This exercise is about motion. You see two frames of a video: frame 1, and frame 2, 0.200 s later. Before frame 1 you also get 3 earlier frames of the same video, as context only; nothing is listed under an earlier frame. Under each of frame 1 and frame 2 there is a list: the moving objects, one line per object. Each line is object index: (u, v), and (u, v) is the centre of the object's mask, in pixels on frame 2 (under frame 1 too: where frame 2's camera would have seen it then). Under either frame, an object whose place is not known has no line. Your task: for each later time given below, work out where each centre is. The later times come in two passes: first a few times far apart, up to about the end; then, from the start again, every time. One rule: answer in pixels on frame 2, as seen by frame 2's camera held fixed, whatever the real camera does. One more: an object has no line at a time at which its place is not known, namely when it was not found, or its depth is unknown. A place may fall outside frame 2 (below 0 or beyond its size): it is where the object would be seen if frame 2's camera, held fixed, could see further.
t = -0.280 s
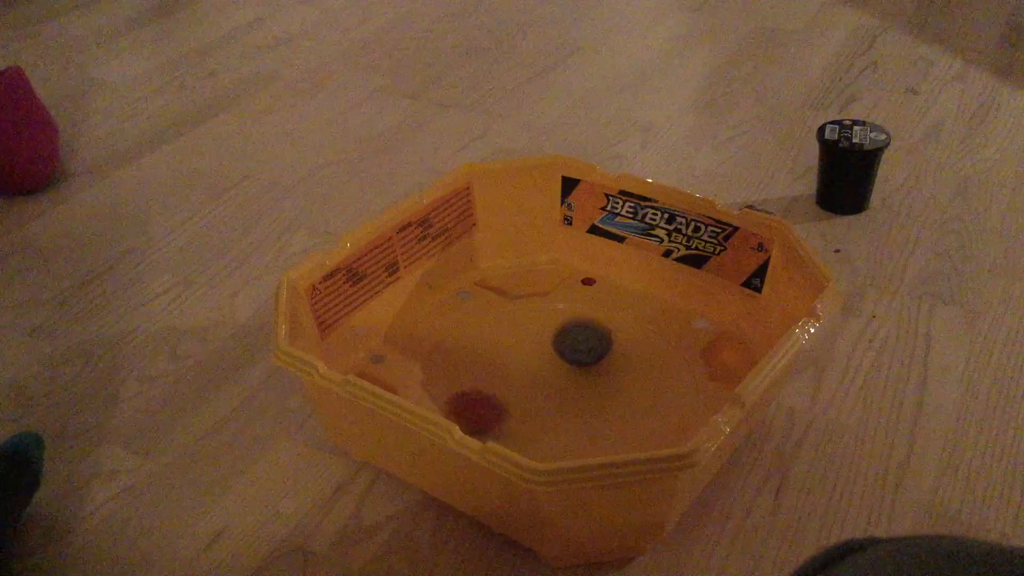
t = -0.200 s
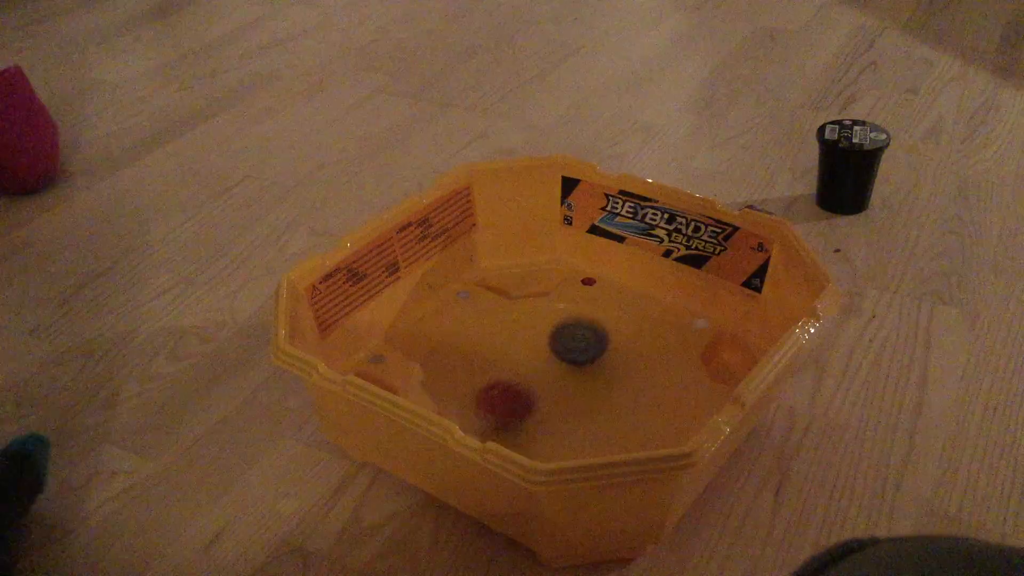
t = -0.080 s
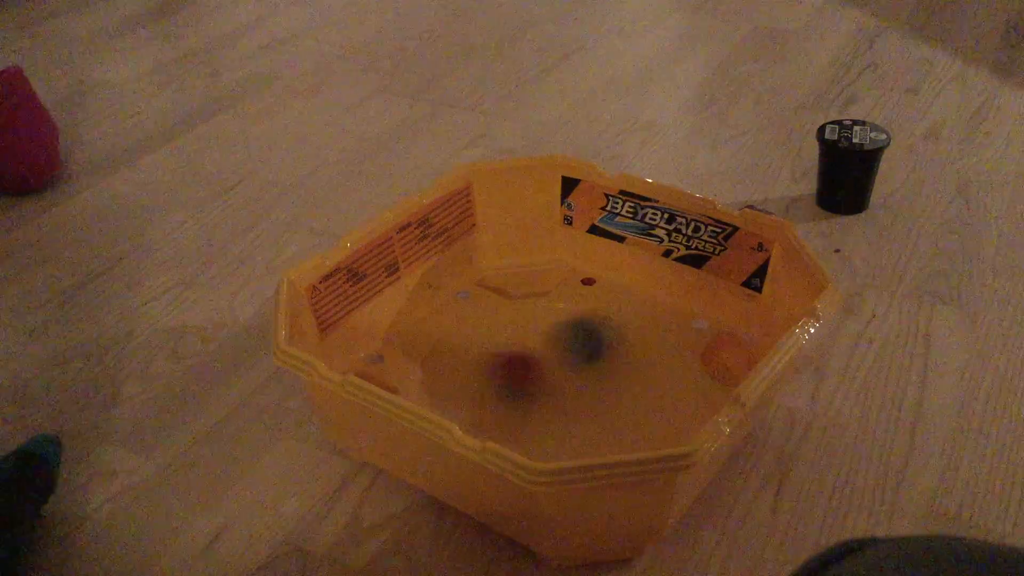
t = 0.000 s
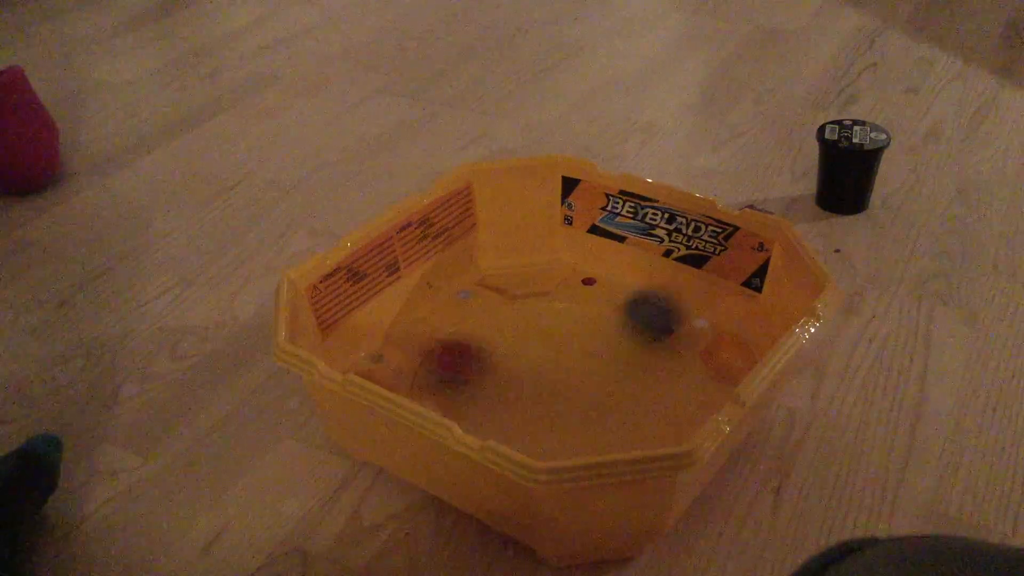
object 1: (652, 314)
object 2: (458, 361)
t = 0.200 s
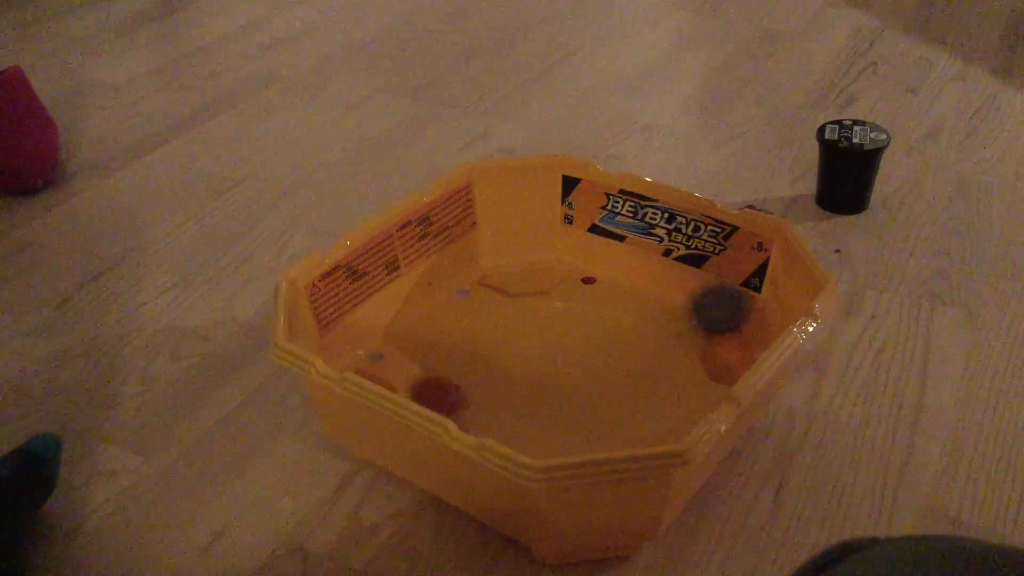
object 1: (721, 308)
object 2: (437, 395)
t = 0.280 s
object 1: (736, 333)
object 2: (468, 409)
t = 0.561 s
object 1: (564, 293)
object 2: (563, 347)
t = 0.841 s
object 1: (550, 279)
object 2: (519, 364)
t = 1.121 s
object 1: (541, 285)
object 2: (513, 353)
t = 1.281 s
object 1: (540, 285)
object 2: (536, 356)
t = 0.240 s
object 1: (728, 317)
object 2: (451, 402)
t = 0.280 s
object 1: (736, 333)
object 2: (468, 409)
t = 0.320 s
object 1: (736, 338)
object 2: (485, 412)
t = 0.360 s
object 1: (730, 356)
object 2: (503, 410)
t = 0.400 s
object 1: (740, 336)
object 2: (523, 400)
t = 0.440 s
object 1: (694, 296)
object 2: (540, 389)
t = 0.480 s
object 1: (644, 279)
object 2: (552, 374)
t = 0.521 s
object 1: (604, 281)
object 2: (562, 359)
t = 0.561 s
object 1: (564, 293)
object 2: (563, 347)
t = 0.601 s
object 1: (532, 289)
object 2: (557, 344)
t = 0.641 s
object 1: (515, 273)
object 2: (552, 355)
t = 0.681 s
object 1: (501, 254)
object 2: (544, 365)
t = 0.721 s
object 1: (506, 259)
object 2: (536, 368)
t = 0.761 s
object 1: (516, 272)
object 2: (529, 369)
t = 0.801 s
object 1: (539, 278)
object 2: (523, 368)
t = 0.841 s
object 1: (550, 279)
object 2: (519, 364)
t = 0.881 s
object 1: (553, 280)
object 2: (517, 362)
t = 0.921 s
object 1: (551, 281)
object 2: (514, 358)
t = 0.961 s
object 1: (548, 282)
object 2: (512, 355)
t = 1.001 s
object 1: (545, 283)
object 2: (511, 353)
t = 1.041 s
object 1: (543, 284)
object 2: (511, 352)
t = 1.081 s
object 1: (541, 285)
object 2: (511, 352)
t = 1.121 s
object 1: (541, 285)
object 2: (513, 353)
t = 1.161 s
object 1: (540, 285)
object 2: (517, 355)
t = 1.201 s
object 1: (540, 285)
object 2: (522, 355)
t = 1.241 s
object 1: (540, 285)
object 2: (529, 356)
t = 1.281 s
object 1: (540, 285)
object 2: (536, 356)
